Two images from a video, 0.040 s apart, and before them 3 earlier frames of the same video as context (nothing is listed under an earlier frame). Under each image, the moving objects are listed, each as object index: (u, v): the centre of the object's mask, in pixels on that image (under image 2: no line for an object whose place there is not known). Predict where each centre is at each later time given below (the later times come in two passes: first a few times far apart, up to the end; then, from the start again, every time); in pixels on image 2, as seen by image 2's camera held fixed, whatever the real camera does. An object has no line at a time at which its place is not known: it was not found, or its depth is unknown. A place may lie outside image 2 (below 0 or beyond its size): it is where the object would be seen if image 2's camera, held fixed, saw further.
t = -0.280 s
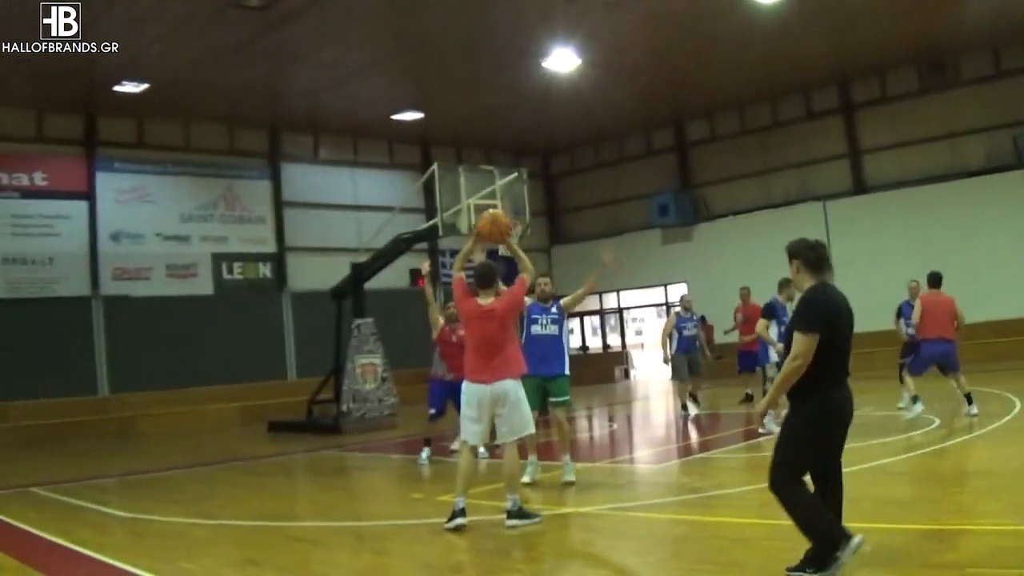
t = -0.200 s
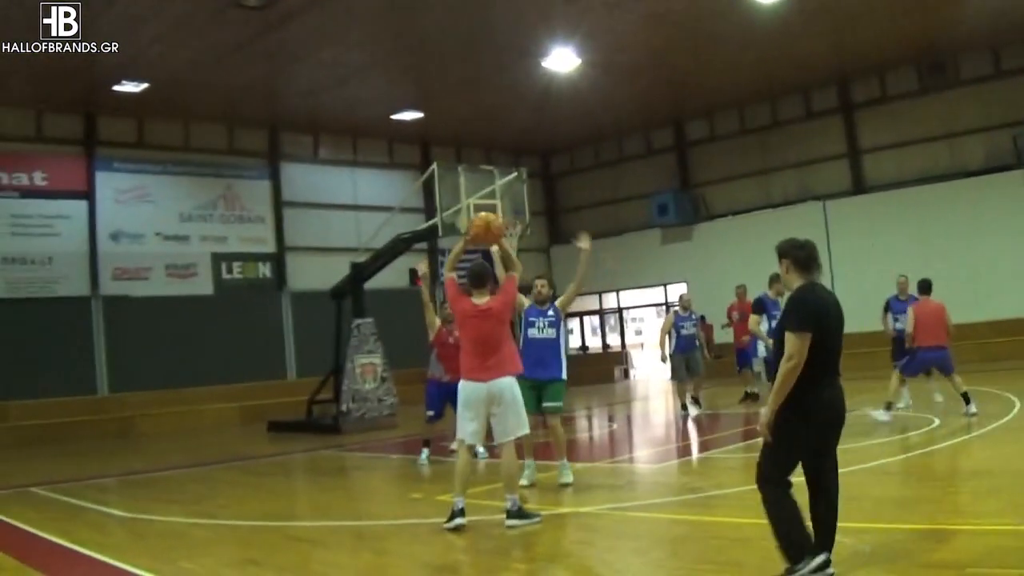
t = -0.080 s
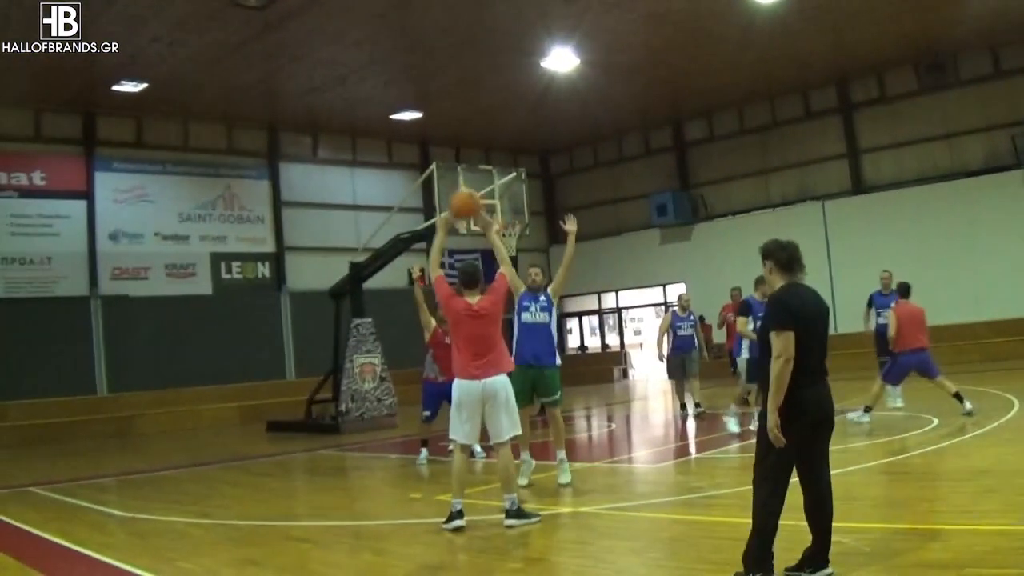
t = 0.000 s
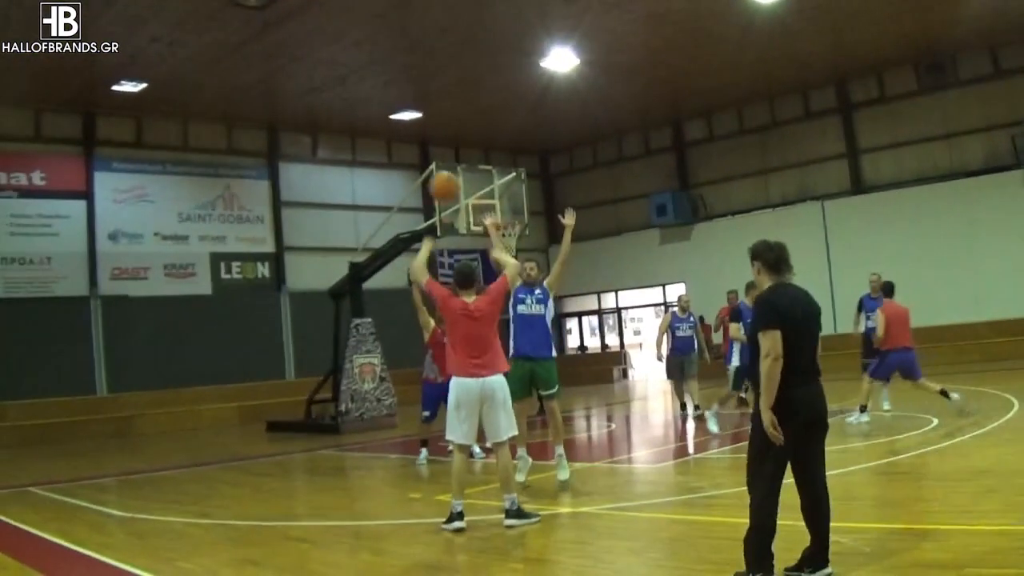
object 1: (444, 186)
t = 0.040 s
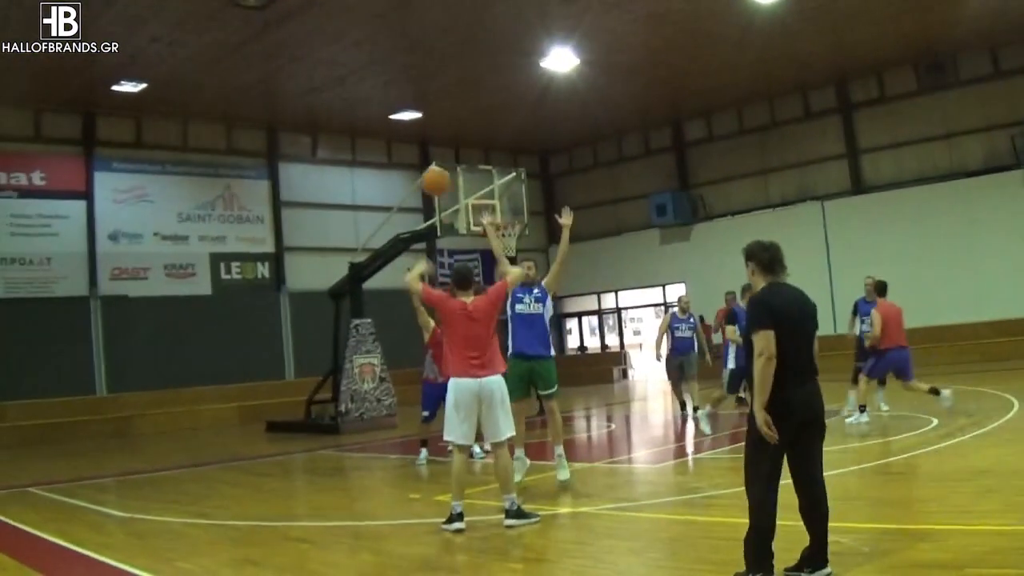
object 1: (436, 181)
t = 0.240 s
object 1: (399, 184)
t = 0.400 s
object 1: (378, 214)
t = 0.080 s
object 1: (428, 178)
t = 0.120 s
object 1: (419, 177)
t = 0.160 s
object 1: (412, 177)
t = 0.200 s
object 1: (406, 180)
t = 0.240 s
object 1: (399, 184)
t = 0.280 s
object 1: (393, 190)
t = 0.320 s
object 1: (388, 196)
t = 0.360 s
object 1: (383, 204)
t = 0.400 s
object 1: (378, 214)
